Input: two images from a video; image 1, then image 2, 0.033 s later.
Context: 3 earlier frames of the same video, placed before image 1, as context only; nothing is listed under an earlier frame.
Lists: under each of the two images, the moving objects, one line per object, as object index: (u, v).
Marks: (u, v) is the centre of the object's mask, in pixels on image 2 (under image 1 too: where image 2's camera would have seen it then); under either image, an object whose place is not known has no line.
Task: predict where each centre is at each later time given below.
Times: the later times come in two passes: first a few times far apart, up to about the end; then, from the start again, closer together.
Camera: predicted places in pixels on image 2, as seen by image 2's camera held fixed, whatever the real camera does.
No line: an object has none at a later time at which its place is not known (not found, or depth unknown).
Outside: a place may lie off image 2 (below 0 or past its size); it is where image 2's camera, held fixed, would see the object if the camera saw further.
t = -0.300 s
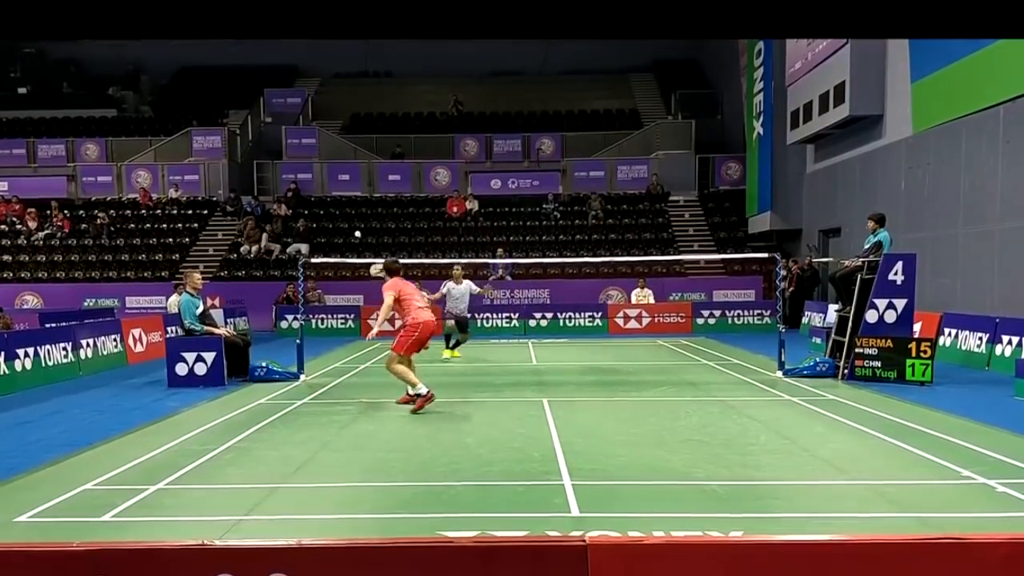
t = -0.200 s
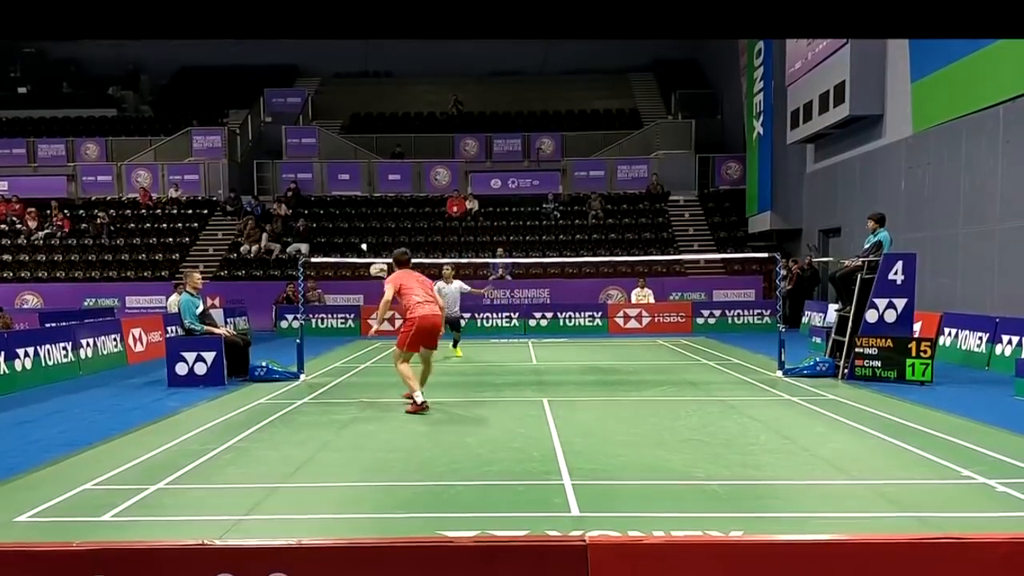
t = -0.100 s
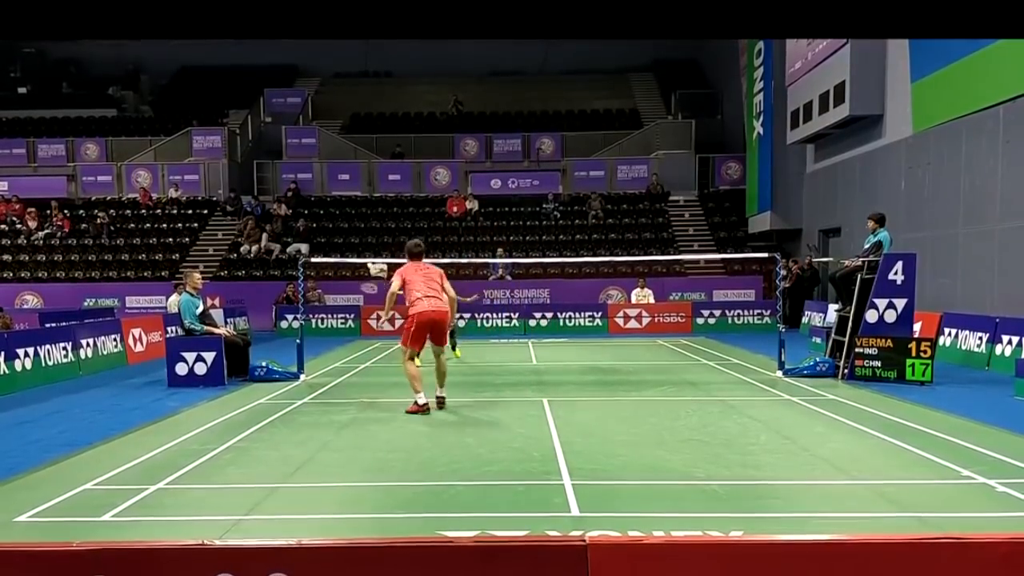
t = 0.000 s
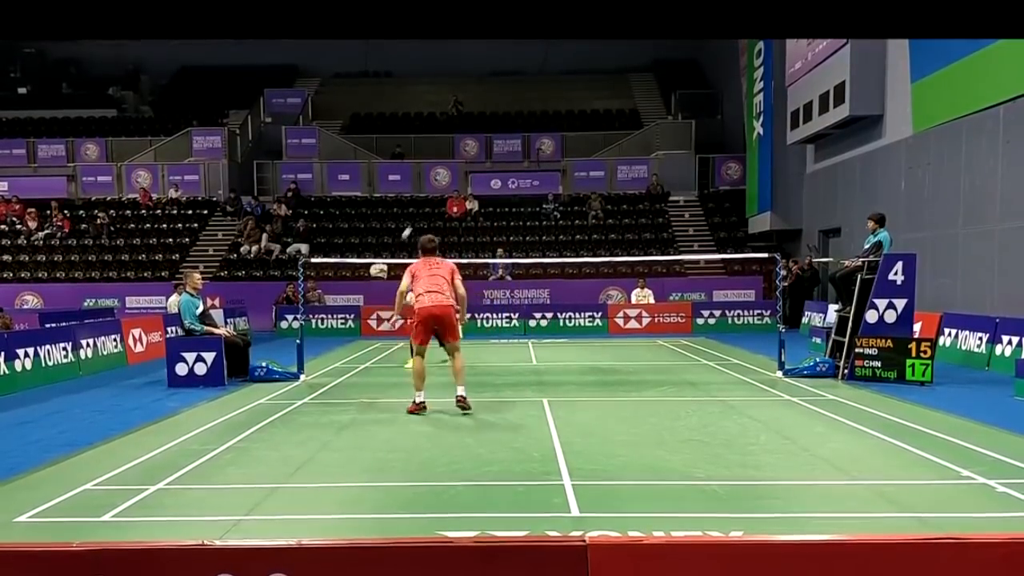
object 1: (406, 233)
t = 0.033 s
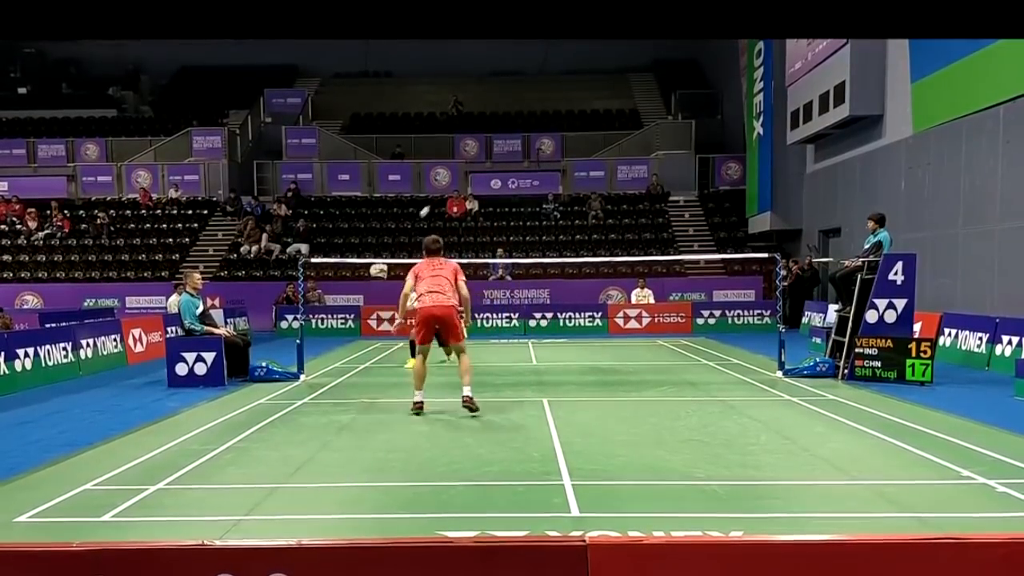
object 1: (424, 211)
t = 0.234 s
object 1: (520, 108)
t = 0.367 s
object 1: (579, 65)
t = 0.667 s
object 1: (705, 44)
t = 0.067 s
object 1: (441, 190)
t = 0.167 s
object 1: (490, 137)
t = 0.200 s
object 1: (505, 122)
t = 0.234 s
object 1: (520, 108)
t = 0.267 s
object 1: (535, 95)
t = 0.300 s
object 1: (550, 84)
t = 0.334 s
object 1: (565, 74)
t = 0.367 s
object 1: (579, 65)
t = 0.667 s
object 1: (705, 44)
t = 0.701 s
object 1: (718, 46)
